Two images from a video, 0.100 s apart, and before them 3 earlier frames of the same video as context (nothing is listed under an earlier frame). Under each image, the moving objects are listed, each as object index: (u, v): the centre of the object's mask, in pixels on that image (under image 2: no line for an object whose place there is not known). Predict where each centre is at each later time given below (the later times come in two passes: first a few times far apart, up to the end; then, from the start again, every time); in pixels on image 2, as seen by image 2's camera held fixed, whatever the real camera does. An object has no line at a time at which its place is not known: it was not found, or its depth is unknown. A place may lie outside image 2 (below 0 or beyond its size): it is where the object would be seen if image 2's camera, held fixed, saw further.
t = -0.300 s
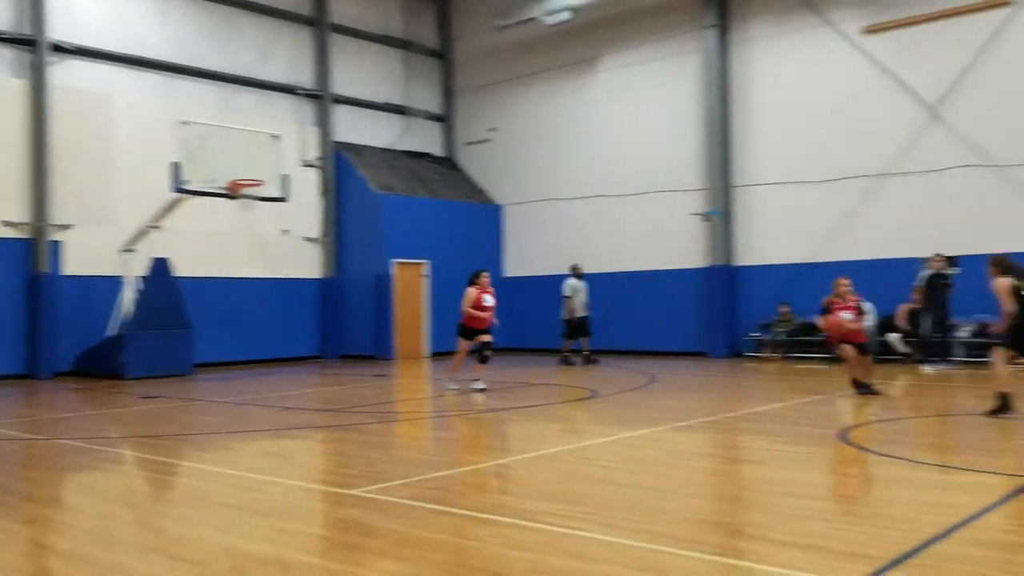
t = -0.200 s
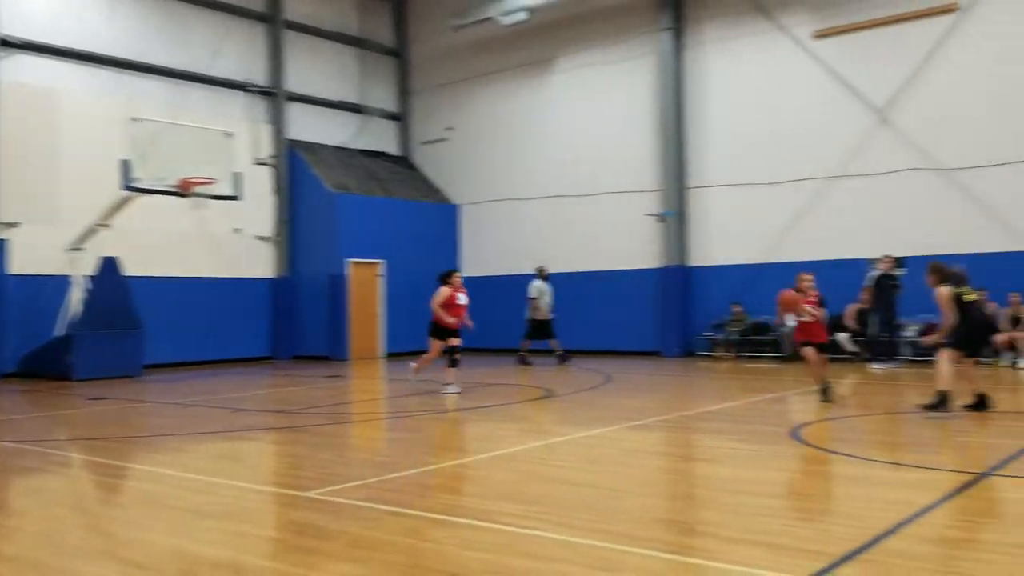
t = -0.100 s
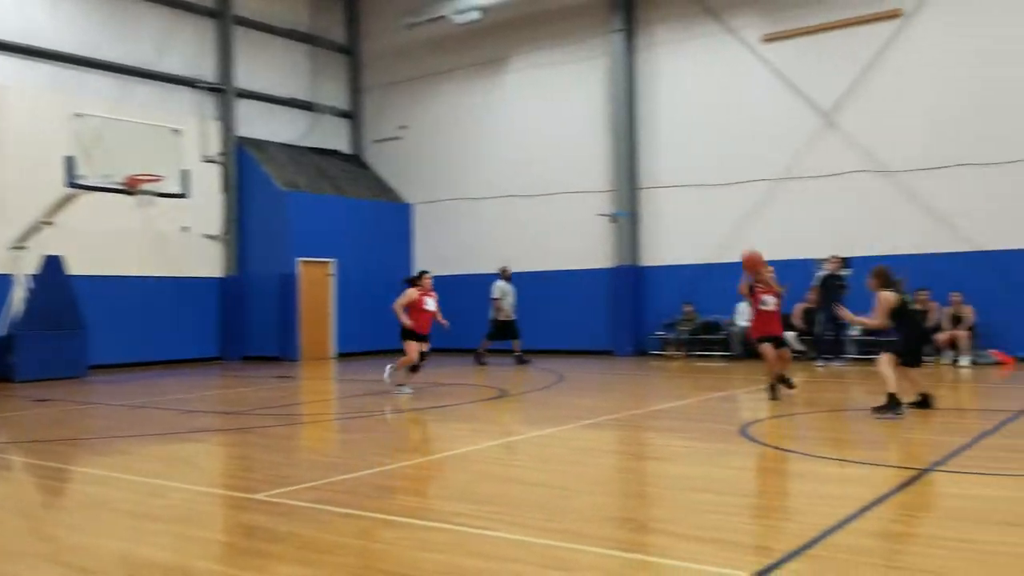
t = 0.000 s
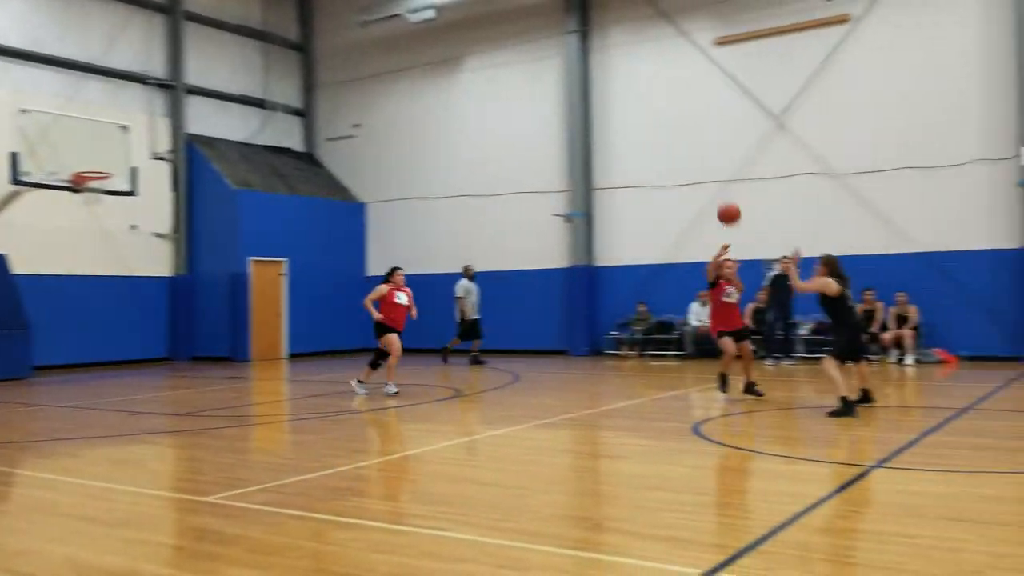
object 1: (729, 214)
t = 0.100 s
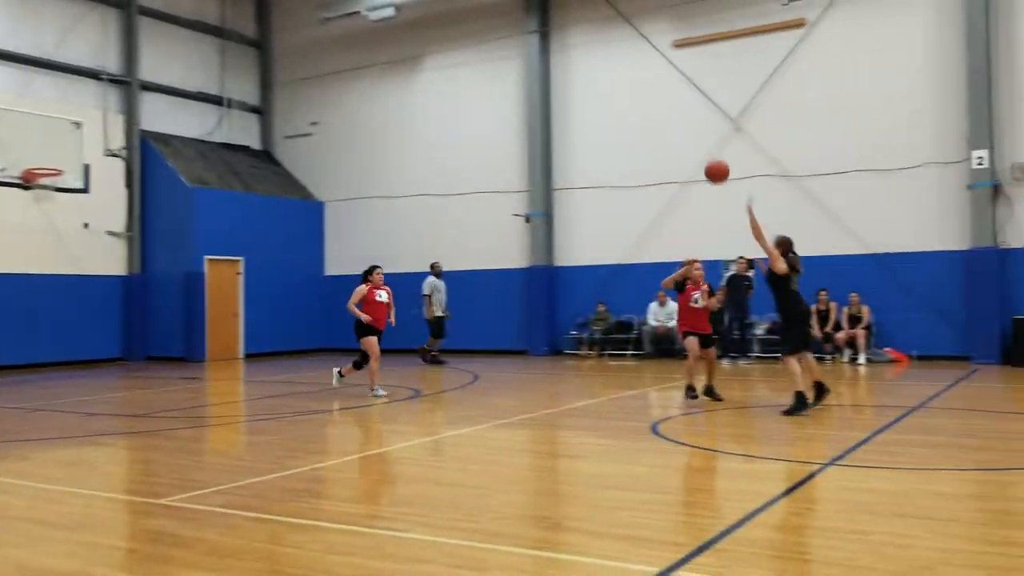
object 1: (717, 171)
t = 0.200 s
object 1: (751, 132)
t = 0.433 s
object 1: (859, 61)
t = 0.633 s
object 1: (1000, 42)
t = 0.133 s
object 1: (728, 158)
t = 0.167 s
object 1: (739, 145)
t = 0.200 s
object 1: (751, 132)
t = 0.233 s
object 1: (764, 120)
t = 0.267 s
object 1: (778, 108)
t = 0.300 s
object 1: (792, 98)
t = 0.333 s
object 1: (807, 87)
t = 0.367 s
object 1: (823, 78)
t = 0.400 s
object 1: (841, 69)
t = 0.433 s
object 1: (859, 61)
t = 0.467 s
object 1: (879, 54)
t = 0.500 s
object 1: (900, 49)
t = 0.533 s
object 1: (922, 45)
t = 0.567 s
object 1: (946, 42)
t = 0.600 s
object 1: (972, 41)
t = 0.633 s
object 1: (1000, 42)
